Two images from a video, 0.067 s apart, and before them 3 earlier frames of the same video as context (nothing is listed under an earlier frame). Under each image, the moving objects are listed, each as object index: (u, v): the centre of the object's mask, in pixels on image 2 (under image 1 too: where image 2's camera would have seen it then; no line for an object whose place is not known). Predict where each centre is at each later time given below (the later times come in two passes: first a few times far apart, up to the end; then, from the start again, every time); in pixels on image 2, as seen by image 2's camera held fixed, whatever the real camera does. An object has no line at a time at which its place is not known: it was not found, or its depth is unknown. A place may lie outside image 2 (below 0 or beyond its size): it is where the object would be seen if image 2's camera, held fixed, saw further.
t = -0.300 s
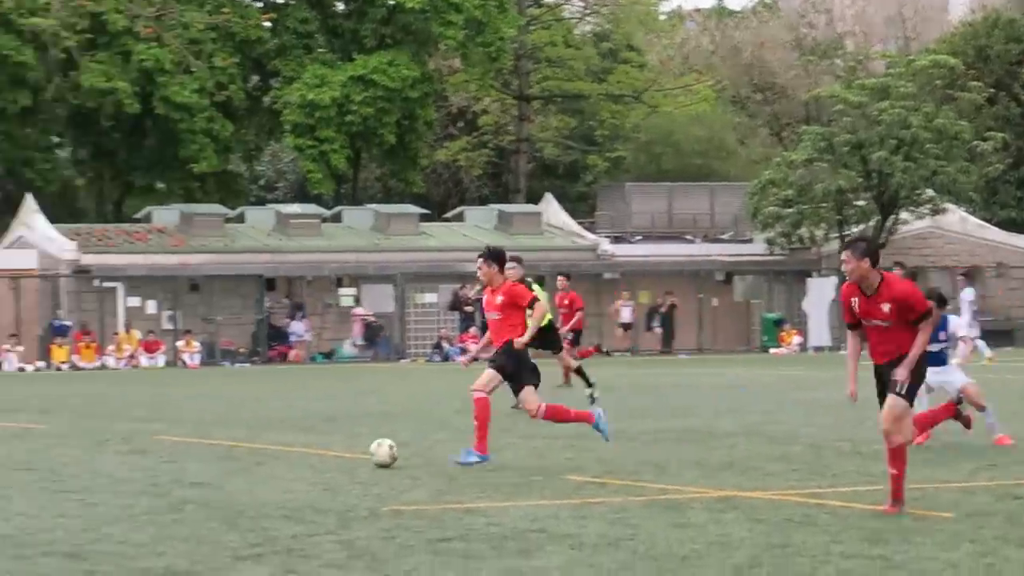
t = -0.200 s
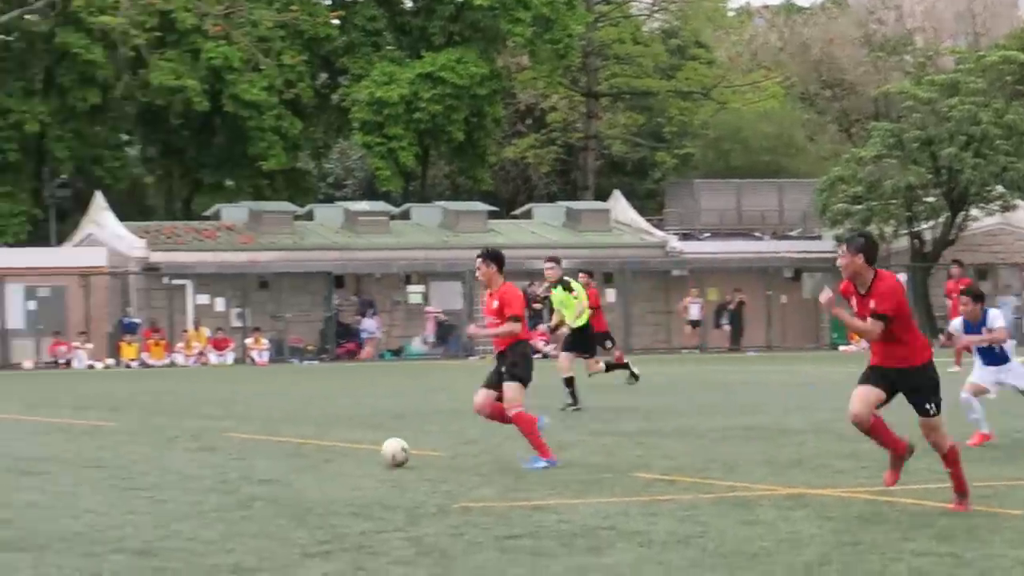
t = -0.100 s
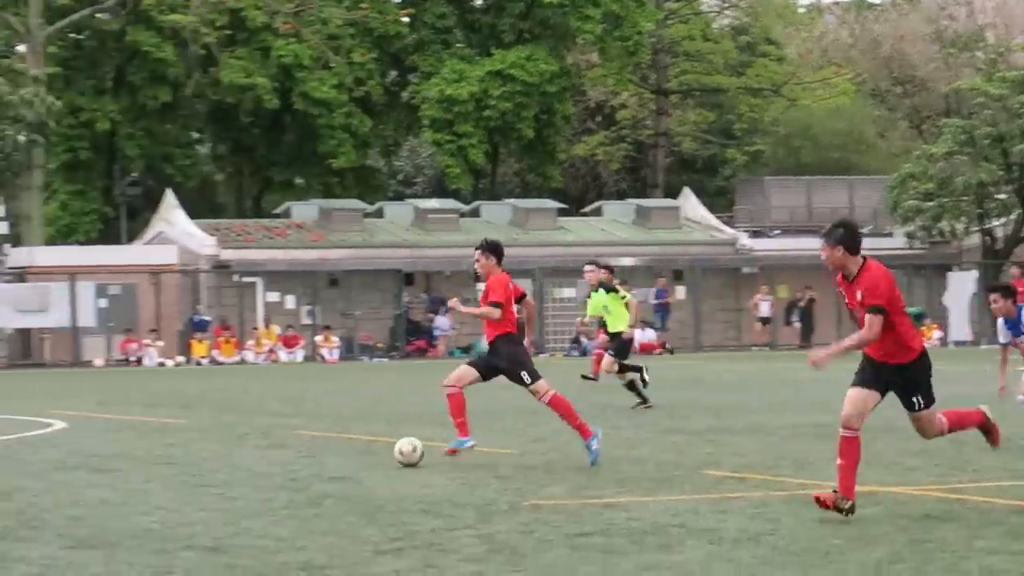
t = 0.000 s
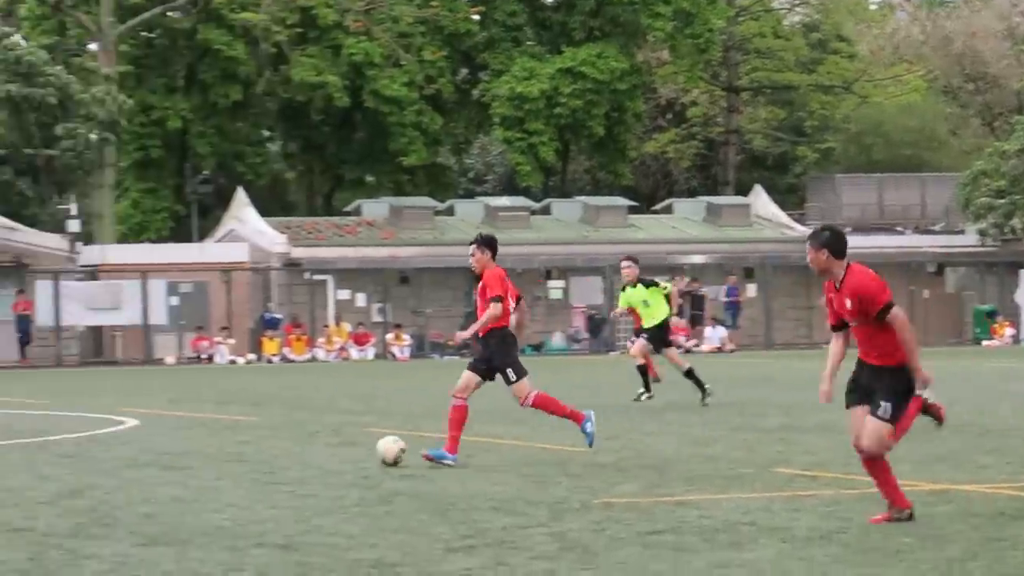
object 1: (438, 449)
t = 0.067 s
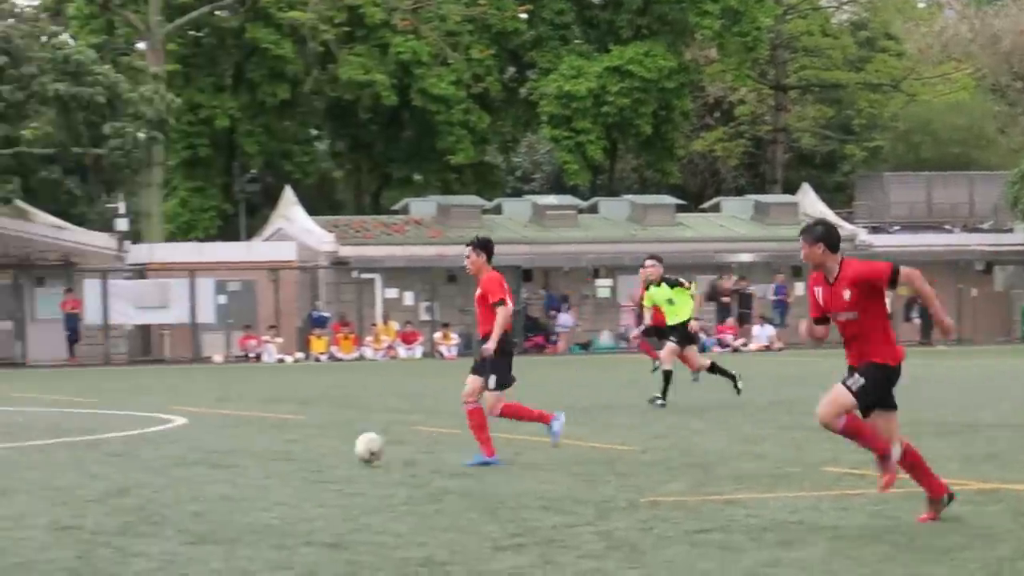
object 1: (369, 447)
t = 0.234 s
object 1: (209, 450)
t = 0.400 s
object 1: (68, 454)
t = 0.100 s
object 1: (336, 446)
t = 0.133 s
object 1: (304, 447)
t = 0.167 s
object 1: (271, 448)
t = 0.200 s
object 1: (239, 451)
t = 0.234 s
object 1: (209, 450)
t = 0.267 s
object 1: (181, 448)
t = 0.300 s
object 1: (153, 447)
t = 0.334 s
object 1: (125, 447)
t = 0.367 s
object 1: (96, 451)
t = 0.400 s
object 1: (68, 454)
